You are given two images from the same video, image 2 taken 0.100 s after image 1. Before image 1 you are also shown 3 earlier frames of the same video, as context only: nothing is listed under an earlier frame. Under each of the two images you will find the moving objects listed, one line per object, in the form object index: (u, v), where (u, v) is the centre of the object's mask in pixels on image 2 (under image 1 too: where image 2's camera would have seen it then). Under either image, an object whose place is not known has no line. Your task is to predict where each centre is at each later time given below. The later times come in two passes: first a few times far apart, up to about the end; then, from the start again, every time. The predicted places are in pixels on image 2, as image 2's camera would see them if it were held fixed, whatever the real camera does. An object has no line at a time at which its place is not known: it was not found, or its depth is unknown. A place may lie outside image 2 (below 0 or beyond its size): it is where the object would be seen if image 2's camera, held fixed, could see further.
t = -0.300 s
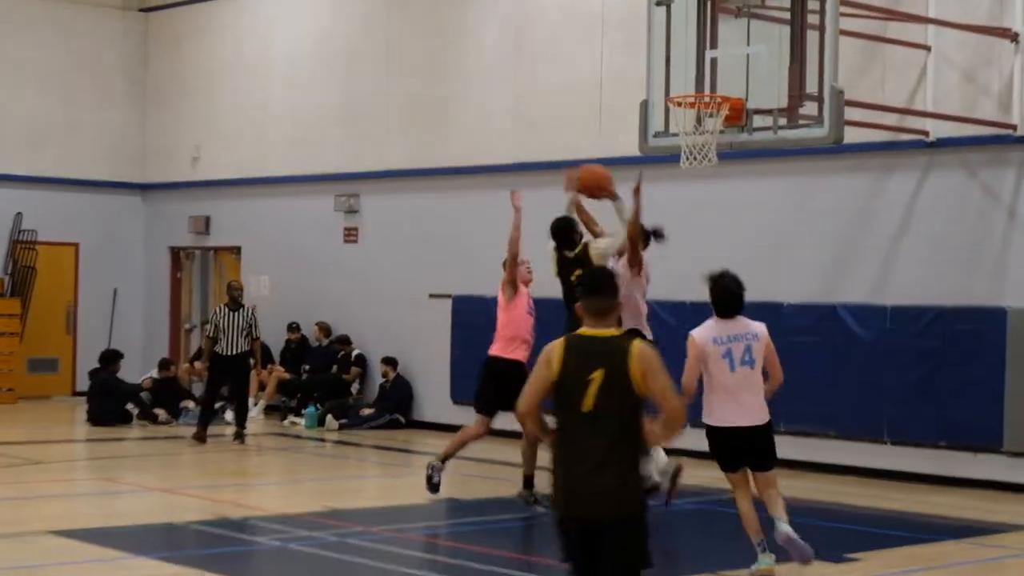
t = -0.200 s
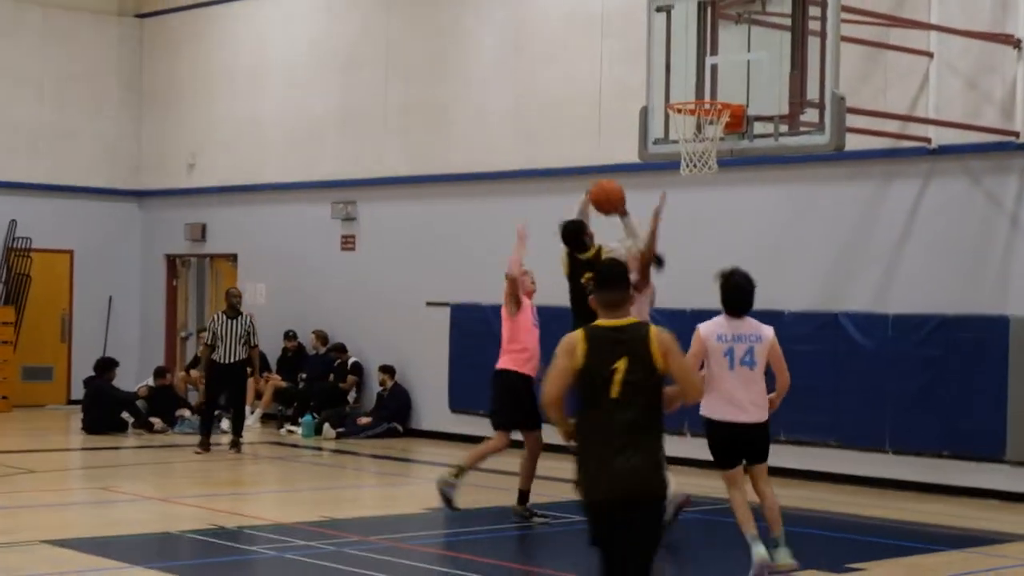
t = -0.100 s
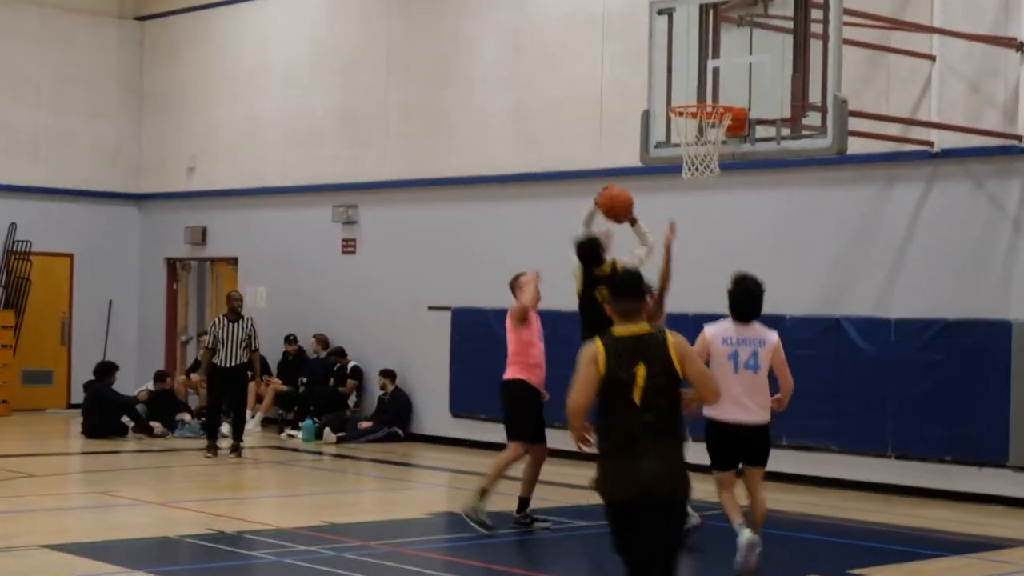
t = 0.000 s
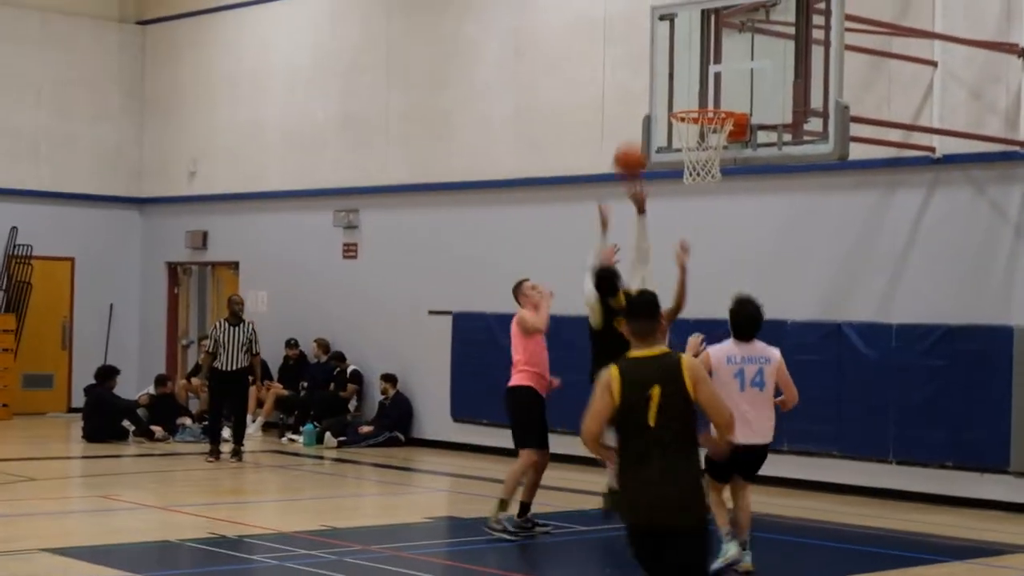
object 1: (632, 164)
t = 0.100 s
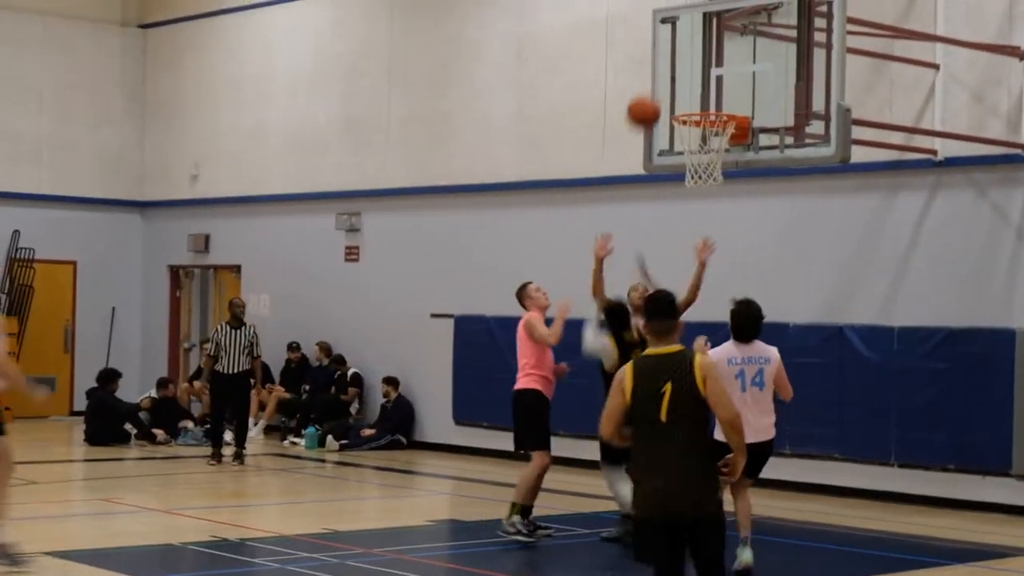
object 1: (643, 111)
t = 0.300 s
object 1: (665, 53)
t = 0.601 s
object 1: (695, 67)
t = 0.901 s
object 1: (714, 177)
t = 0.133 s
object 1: (647, 98)
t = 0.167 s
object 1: (651, 86)
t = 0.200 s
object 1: (655, 75)
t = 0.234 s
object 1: (659, 66)
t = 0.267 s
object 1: (662, 59)
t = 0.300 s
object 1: (665, 53)
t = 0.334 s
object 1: (669, 48)
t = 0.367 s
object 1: (672, 45)
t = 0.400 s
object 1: (676, 44)
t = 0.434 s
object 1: (679, 44)
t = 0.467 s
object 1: (682, 46)
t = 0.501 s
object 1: (685, 49)
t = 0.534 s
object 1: (689, 53)
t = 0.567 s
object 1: (692, 60)
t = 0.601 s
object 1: (695, 67)
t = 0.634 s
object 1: (698, 76)
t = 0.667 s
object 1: (701, 87)
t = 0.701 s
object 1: (703, 98)
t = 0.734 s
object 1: (705, 105)
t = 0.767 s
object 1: (708, 131)
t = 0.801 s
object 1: (709, 144)
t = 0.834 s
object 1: (714, 153)
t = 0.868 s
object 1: (714, 163)
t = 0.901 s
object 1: (714, 177)
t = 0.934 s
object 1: (713, 181)
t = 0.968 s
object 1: (711, 187)
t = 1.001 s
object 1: (711, 198)
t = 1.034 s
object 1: (710, 210)
